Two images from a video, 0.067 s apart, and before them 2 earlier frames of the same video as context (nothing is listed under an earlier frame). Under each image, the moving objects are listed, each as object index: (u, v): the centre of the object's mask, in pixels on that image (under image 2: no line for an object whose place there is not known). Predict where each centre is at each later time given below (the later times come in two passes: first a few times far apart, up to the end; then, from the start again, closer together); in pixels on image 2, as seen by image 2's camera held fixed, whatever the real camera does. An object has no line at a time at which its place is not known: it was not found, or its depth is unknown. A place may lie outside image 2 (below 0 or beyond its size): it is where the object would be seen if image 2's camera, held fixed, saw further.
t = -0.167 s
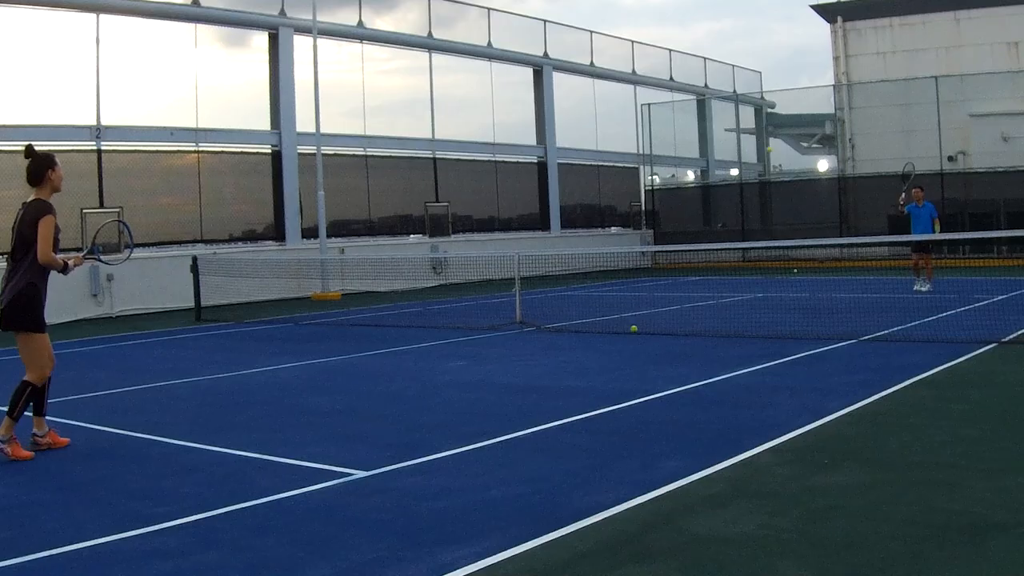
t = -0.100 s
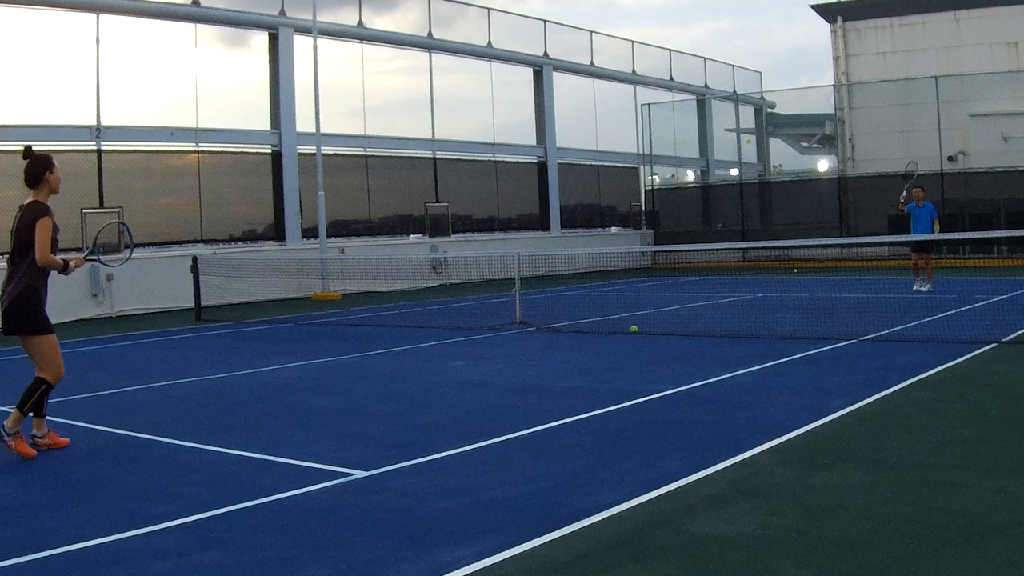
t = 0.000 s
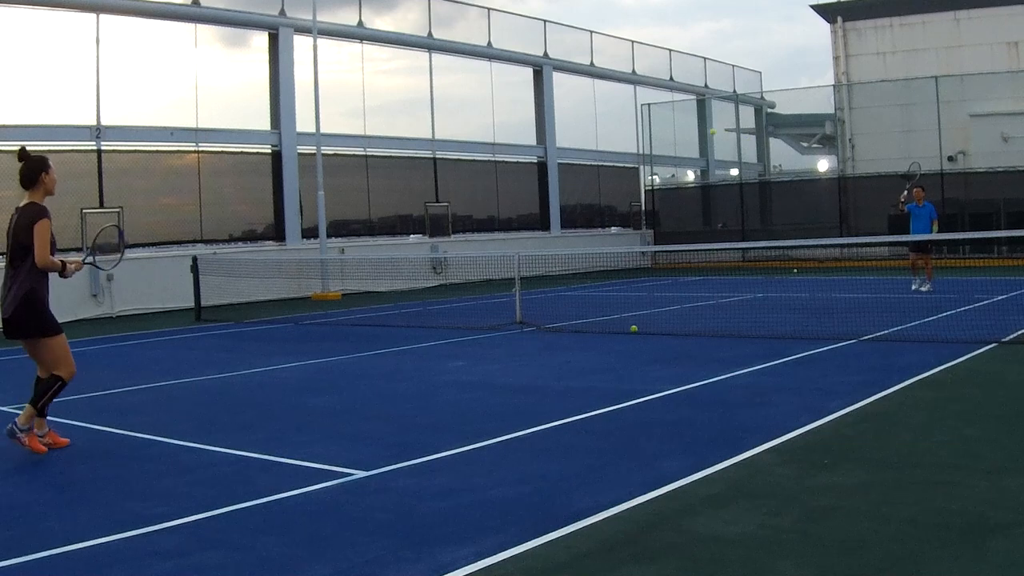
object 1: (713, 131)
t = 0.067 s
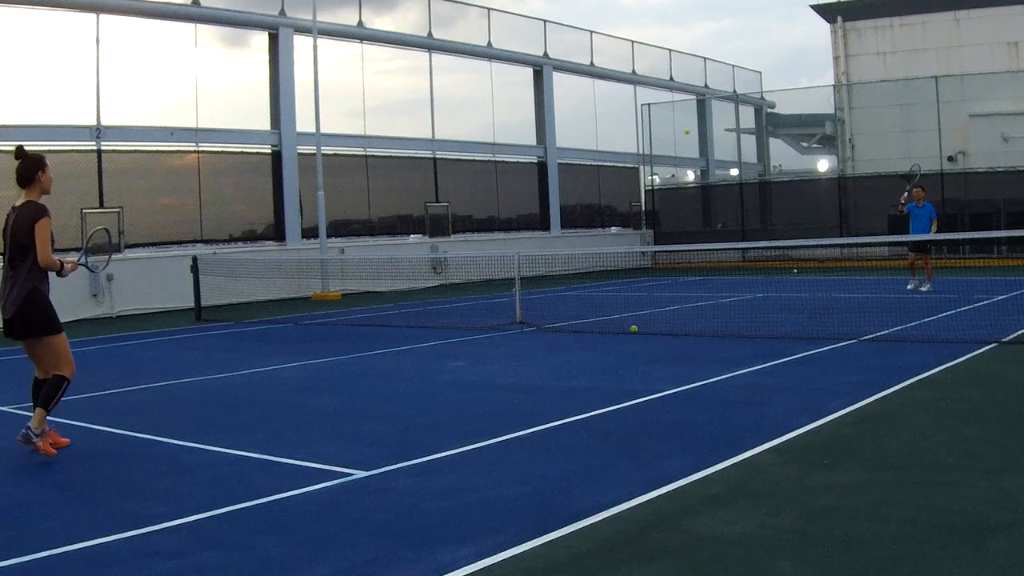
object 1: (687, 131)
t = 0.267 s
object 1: (595, 156)
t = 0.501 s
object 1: (455, 260)
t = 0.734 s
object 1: (292, 347)
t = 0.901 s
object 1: (185, 272)
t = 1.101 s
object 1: (40, 231)
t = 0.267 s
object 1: (595, 156)
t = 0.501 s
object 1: (455, 260)
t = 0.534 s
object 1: (431, 284)
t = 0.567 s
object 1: (407, 310)
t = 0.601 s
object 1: (382, 339)
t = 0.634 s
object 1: (356, 371)
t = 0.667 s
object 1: (331, 384)
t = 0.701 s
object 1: (312, 365)
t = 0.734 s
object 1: (292, 347)
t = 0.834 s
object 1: (229, 298)
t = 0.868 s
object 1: (208, 284)
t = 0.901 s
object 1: (185, 272)
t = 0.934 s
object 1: (162, 261)
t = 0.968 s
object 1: (138, 251)
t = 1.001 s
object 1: (114, 244)
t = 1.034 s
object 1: (90, 238)
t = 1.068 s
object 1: (66, 233)
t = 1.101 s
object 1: (40, 231)
